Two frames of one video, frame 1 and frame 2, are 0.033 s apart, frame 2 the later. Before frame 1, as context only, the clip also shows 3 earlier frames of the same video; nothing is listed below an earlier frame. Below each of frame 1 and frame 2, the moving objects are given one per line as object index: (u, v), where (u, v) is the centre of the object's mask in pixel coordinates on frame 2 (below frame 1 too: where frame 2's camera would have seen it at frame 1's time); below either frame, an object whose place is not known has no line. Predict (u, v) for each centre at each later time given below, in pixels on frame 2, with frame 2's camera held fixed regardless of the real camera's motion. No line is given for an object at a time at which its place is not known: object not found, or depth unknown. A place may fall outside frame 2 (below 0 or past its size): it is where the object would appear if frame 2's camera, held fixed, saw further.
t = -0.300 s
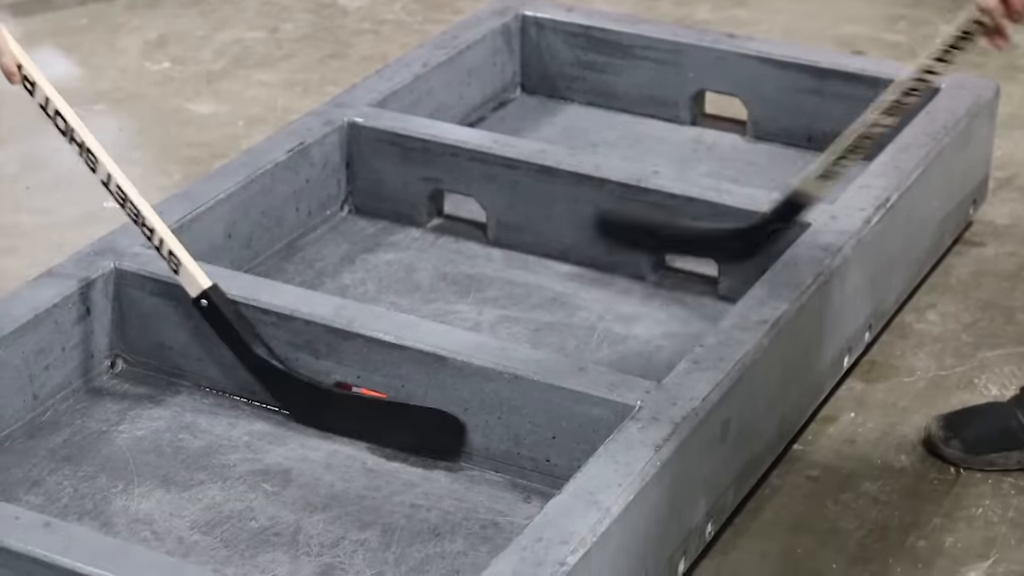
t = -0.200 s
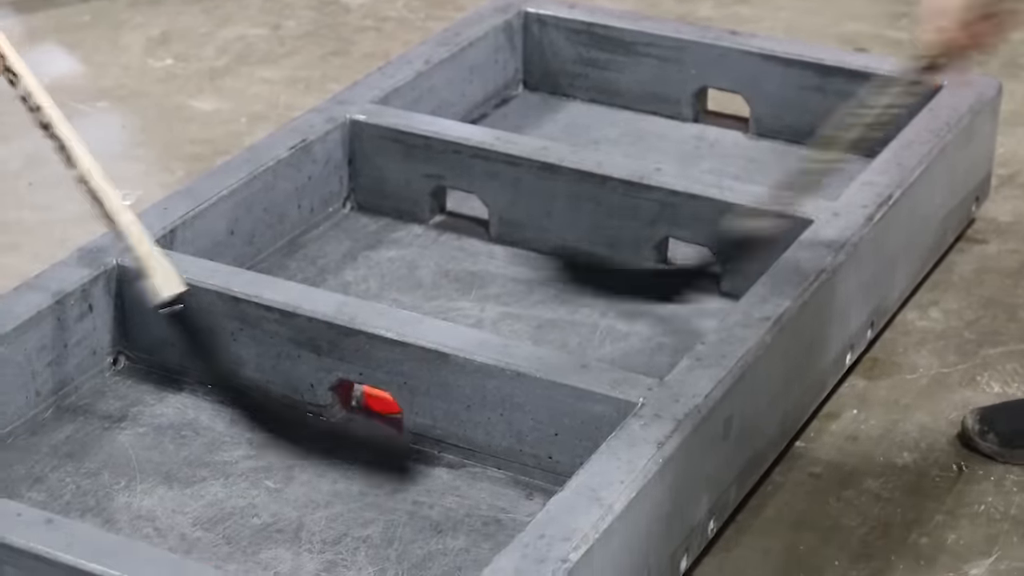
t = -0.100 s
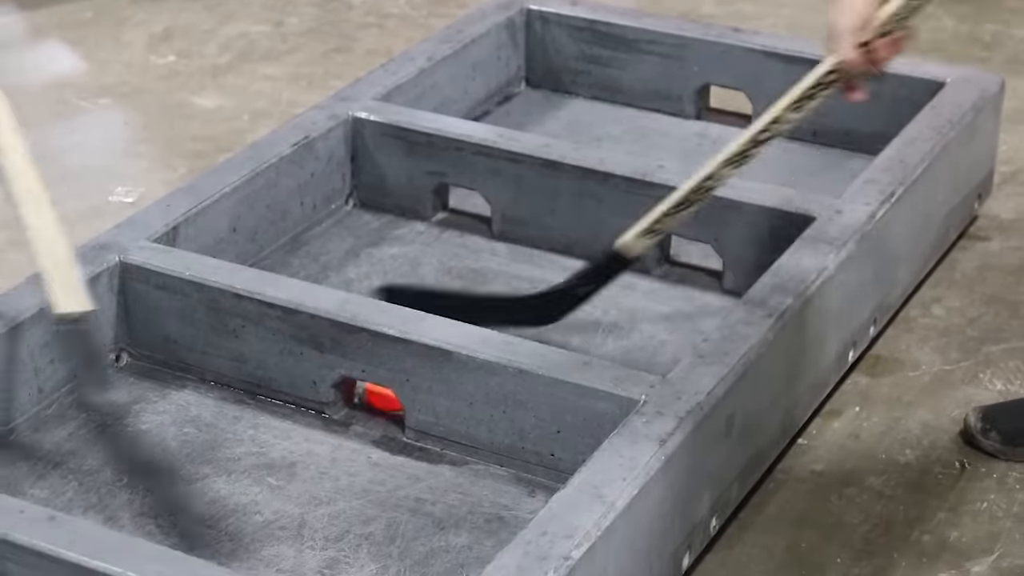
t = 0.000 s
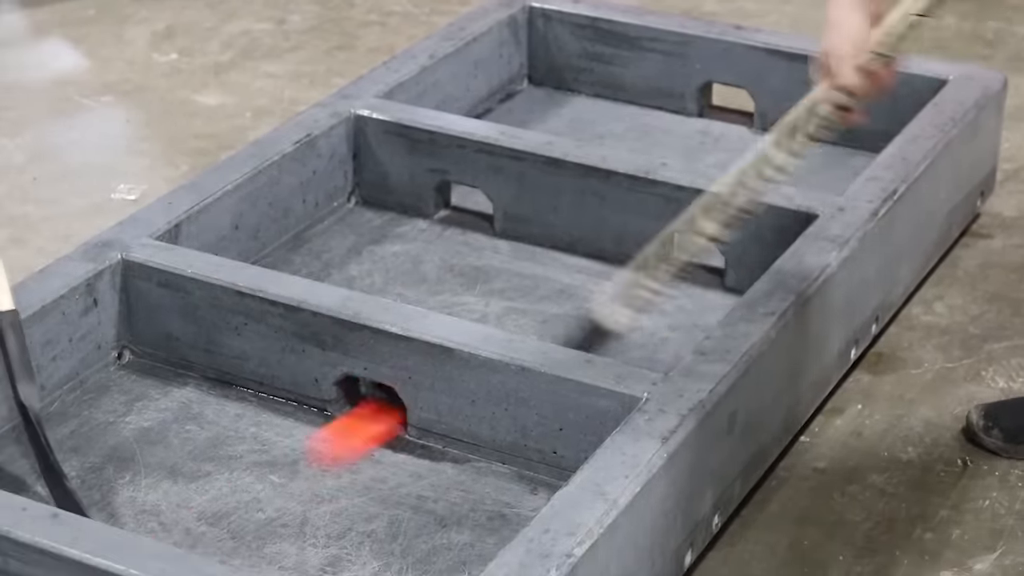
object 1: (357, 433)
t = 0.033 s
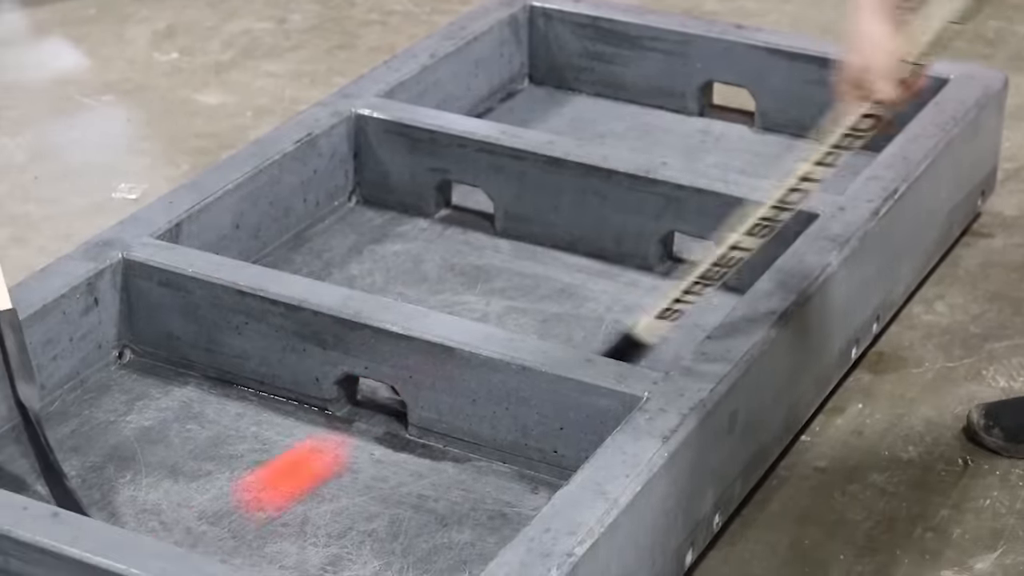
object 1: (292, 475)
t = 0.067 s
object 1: (225, 518)
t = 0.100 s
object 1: (183, 538)
